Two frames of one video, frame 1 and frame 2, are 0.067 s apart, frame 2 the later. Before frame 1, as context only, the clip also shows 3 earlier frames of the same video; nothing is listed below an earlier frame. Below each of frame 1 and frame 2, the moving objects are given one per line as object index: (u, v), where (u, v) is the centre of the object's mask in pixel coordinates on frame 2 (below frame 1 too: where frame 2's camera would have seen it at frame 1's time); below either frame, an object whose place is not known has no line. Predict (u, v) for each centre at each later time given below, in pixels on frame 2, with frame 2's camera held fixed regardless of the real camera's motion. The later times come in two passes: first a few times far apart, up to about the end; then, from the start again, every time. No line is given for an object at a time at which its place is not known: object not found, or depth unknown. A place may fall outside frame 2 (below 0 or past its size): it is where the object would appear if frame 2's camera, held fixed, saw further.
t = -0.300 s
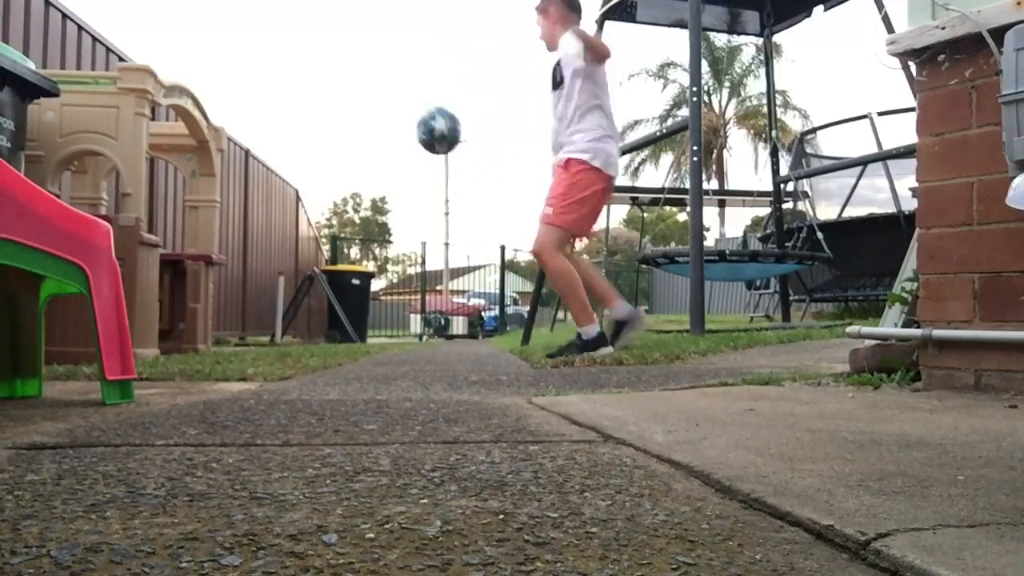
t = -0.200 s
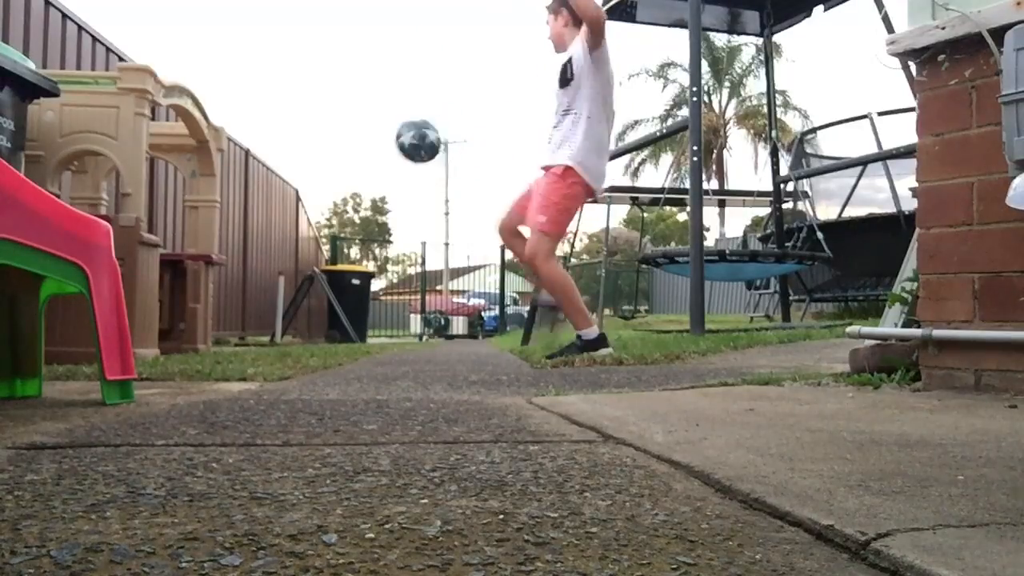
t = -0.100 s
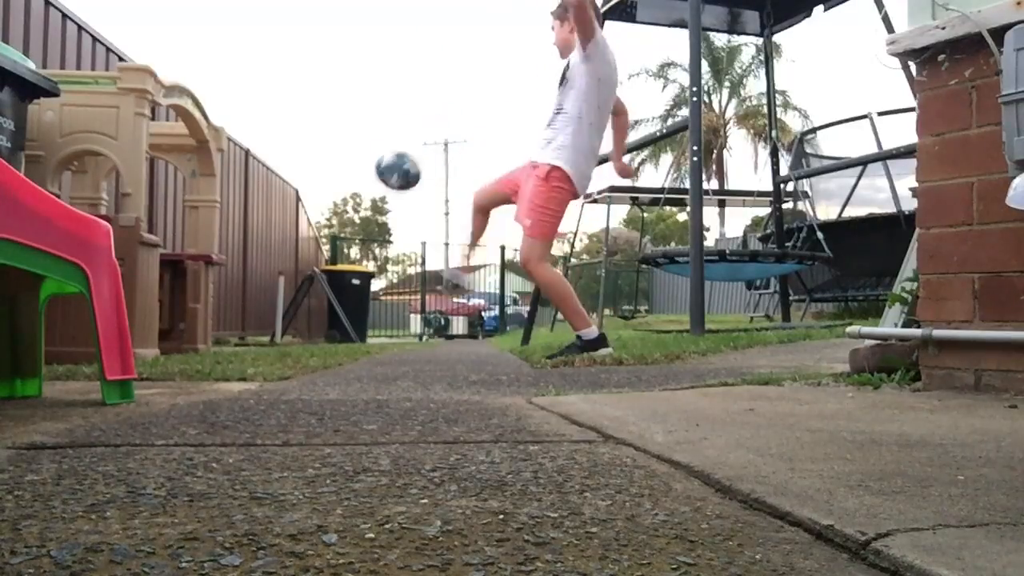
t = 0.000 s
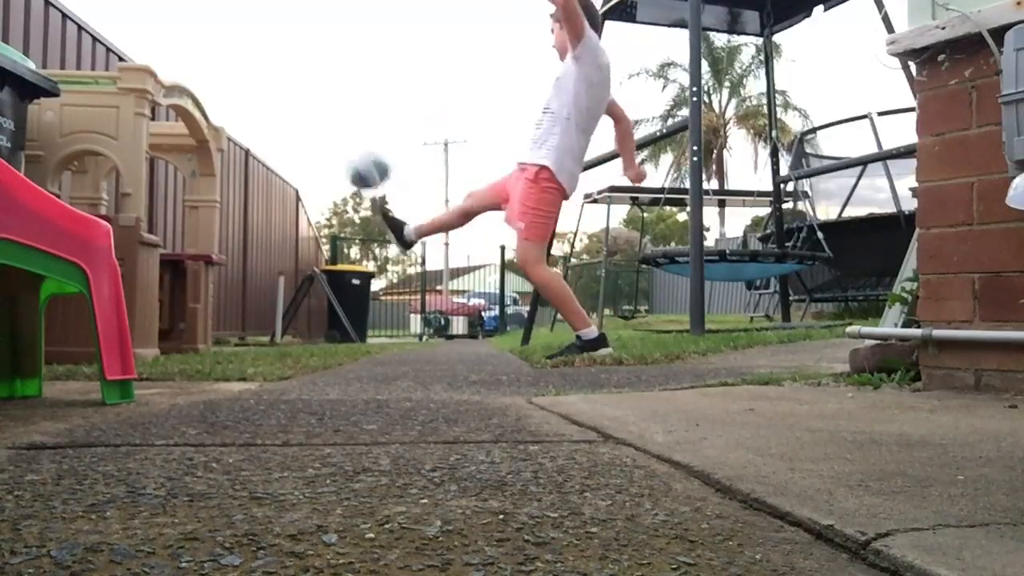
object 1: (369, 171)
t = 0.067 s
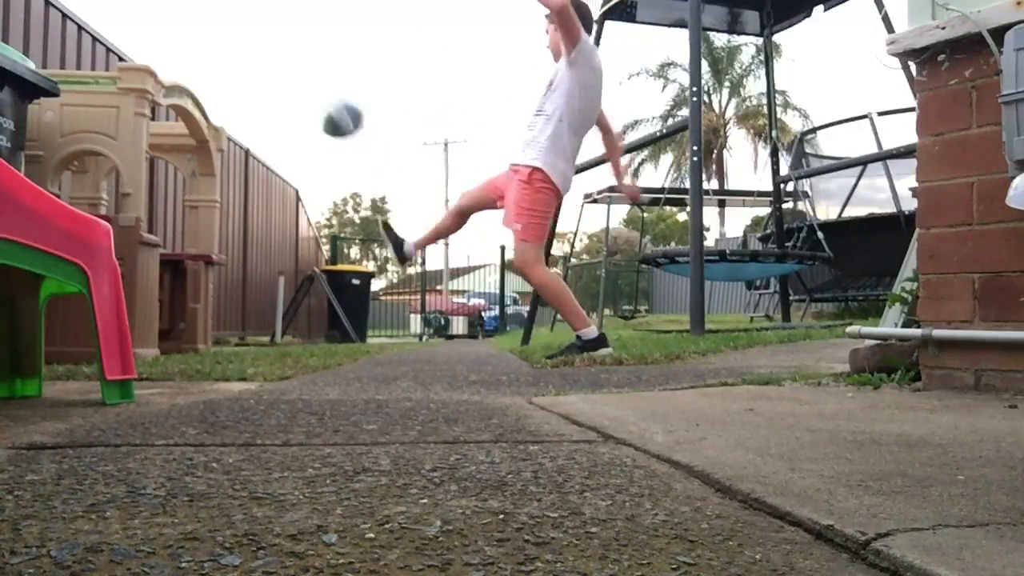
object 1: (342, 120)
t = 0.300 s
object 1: (249, 17)
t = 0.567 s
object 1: (146, 38)
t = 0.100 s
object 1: (329, 98)
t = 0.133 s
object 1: (315, 78)
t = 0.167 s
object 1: (302, 60)
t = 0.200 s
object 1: (289, 45)
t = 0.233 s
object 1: (275, 32)
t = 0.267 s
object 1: (262, 22)
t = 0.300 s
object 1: (249, 17)
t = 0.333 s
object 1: (237, 14)
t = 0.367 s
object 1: (224, 13)
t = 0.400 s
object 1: (211, 13)
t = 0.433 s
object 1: (199, 13)
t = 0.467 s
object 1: (186, 15)
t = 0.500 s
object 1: (172, 19)
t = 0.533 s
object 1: (159, 27)
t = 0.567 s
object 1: (146, 38)
